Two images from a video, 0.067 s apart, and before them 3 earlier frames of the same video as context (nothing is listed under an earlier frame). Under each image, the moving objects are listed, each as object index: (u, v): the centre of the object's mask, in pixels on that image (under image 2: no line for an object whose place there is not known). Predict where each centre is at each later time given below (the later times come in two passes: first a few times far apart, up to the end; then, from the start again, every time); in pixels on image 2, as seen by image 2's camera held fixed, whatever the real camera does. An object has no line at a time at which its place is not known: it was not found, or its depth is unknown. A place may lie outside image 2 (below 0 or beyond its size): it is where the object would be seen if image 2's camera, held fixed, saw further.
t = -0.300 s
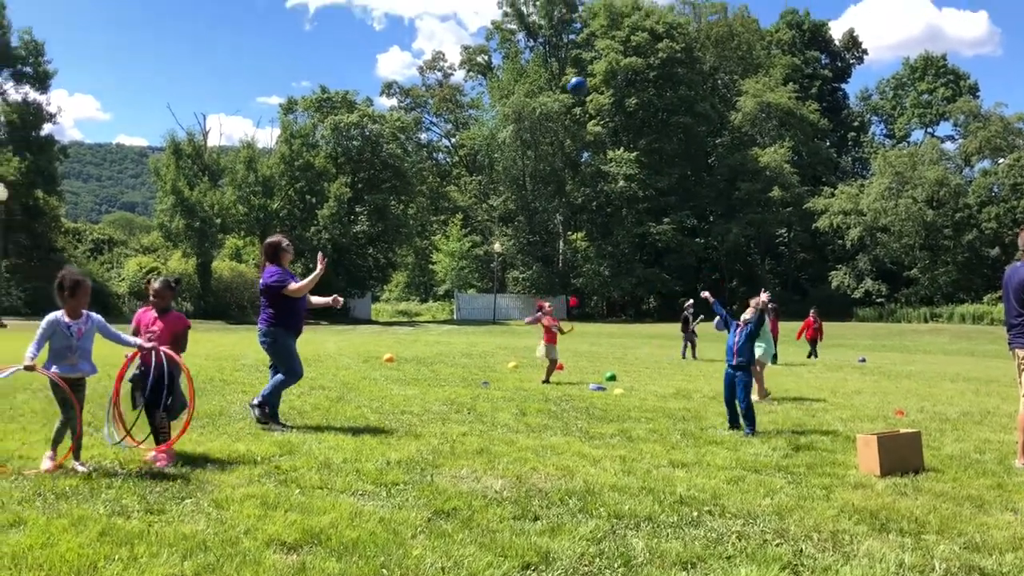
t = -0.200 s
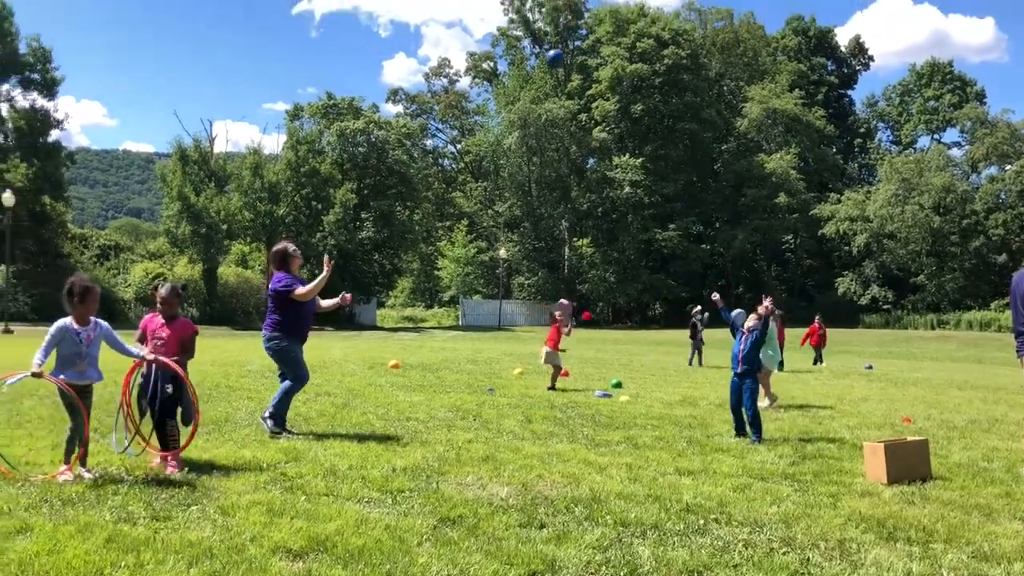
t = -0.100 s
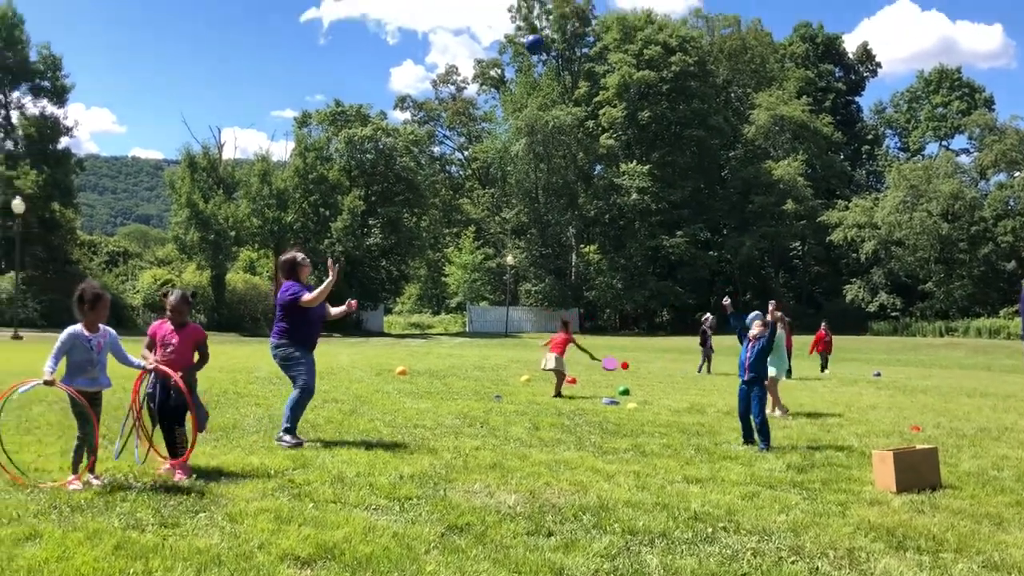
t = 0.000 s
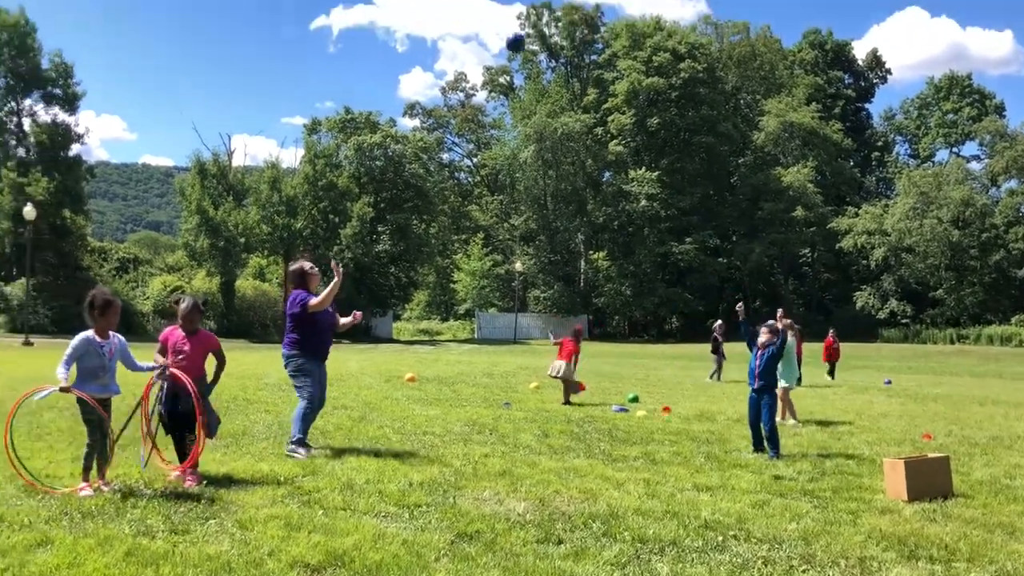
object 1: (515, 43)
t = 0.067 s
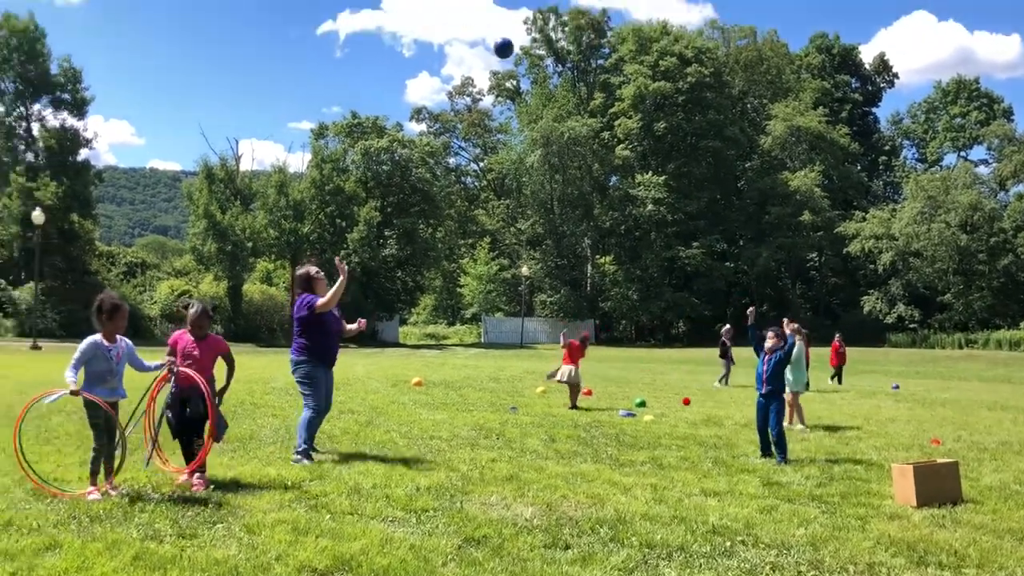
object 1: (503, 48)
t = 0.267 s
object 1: (450, 83)
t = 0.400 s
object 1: (412, 133)
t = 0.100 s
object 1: (495, 51)
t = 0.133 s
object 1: (486, 54)
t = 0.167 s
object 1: (477, 59)
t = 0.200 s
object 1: (468, 65)
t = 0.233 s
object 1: (459, 73)
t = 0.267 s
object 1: (450, 83)
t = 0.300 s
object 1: (440, 93)
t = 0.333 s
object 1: (432, 106)
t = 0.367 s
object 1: (424, 119)
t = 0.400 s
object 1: (412, 133)
